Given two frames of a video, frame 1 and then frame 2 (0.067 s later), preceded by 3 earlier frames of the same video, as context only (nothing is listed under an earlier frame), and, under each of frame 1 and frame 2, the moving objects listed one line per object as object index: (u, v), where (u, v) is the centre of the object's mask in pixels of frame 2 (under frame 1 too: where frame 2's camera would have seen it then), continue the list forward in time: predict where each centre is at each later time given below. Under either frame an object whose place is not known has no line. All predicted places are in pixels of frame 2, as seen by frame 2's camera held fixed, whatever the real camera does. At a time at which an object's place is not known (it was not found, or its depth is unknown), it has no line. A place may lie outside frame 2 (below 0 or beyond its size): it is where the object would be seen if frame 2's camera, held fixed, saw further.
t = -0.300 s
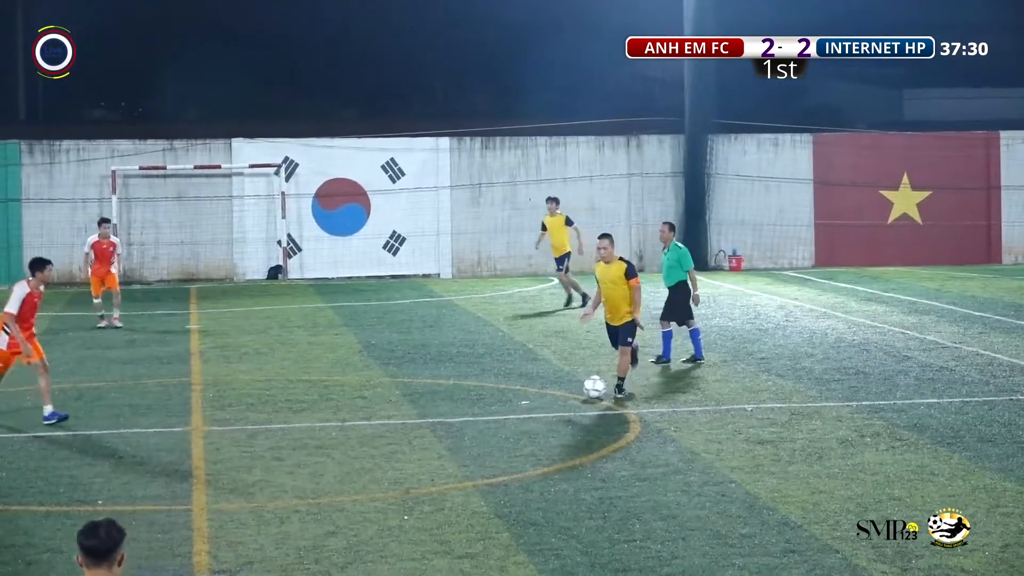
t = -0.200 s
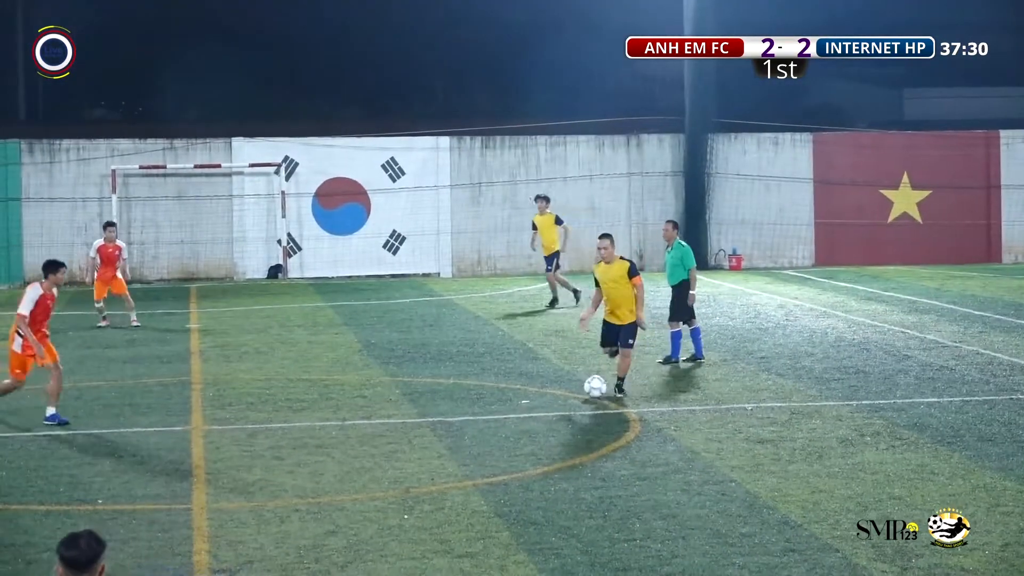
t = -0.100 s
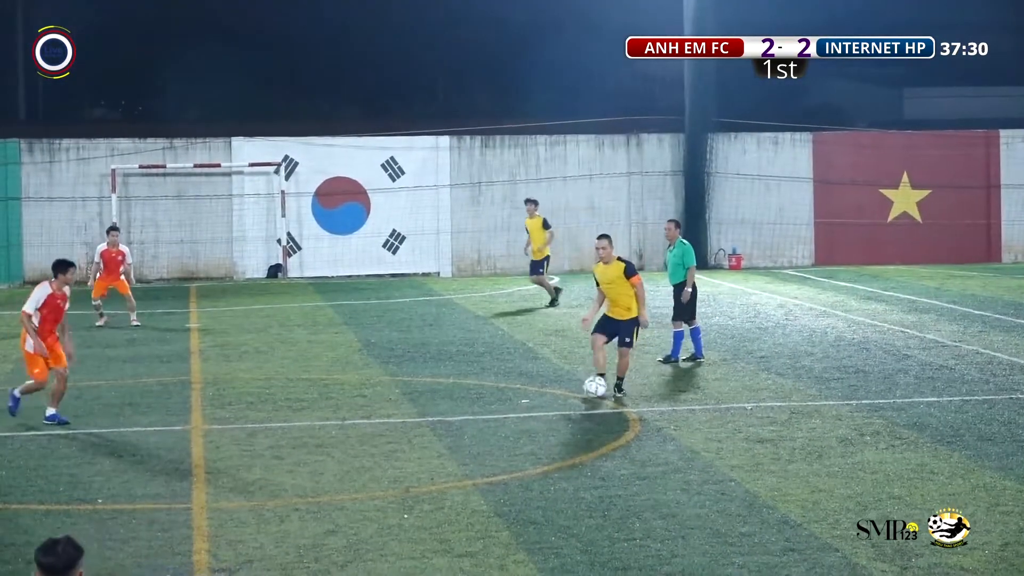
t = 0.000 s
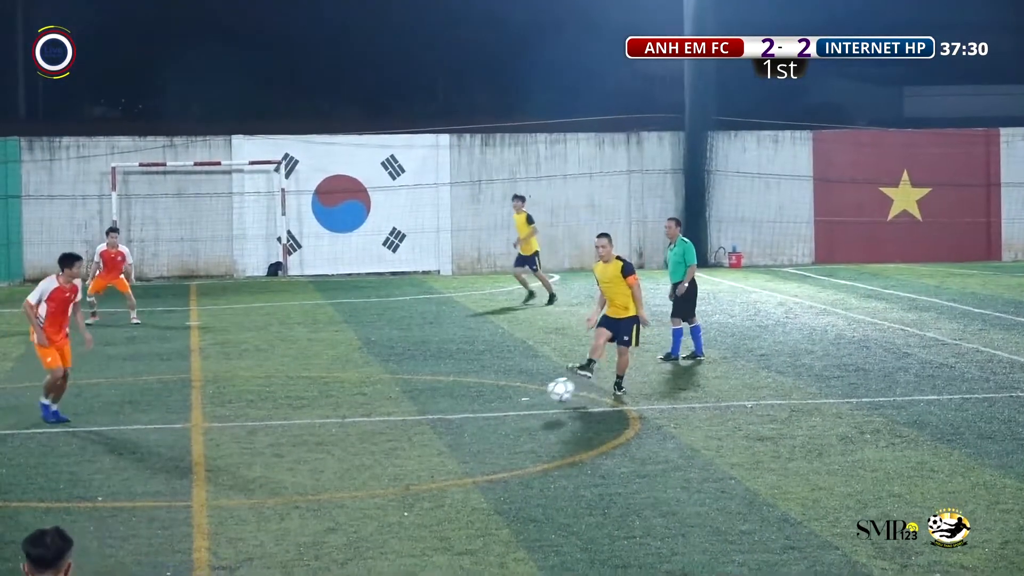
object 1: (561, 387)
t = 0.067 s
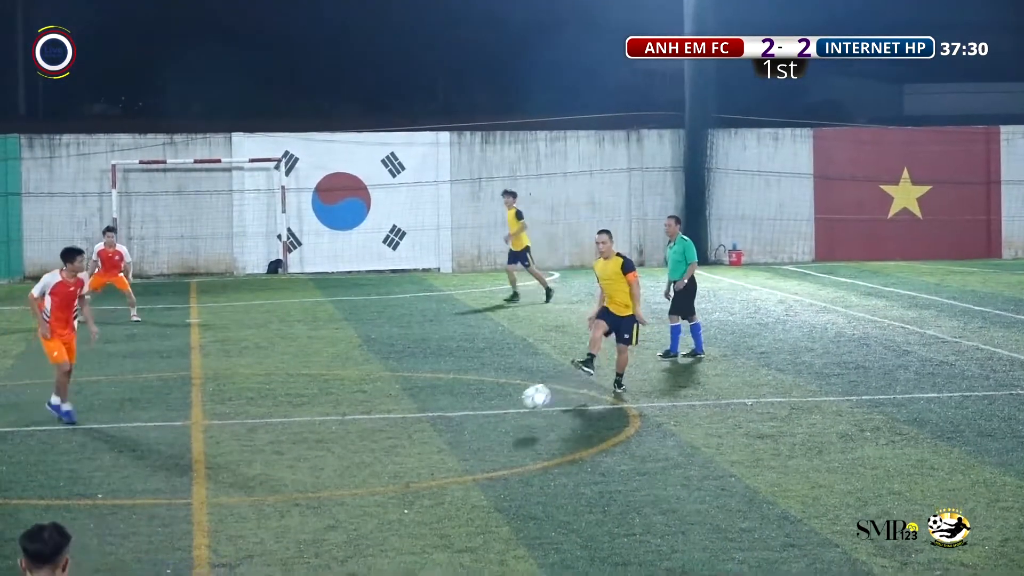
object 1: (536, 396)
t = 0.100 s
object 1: (524, 403)
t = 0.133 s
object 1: (510, 411)
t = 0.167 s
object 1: (497, 421)
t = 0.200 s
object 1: (484, 432)
